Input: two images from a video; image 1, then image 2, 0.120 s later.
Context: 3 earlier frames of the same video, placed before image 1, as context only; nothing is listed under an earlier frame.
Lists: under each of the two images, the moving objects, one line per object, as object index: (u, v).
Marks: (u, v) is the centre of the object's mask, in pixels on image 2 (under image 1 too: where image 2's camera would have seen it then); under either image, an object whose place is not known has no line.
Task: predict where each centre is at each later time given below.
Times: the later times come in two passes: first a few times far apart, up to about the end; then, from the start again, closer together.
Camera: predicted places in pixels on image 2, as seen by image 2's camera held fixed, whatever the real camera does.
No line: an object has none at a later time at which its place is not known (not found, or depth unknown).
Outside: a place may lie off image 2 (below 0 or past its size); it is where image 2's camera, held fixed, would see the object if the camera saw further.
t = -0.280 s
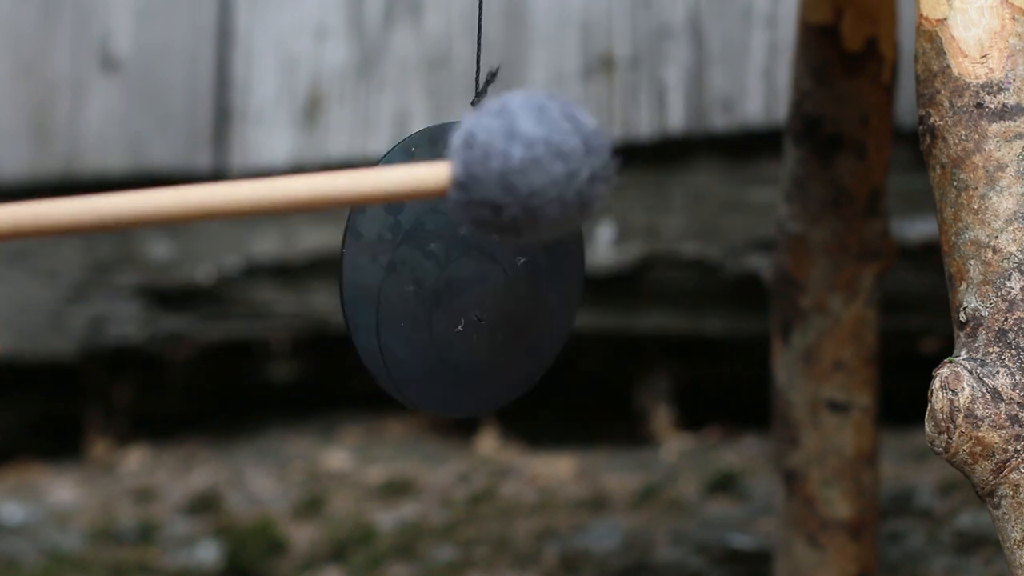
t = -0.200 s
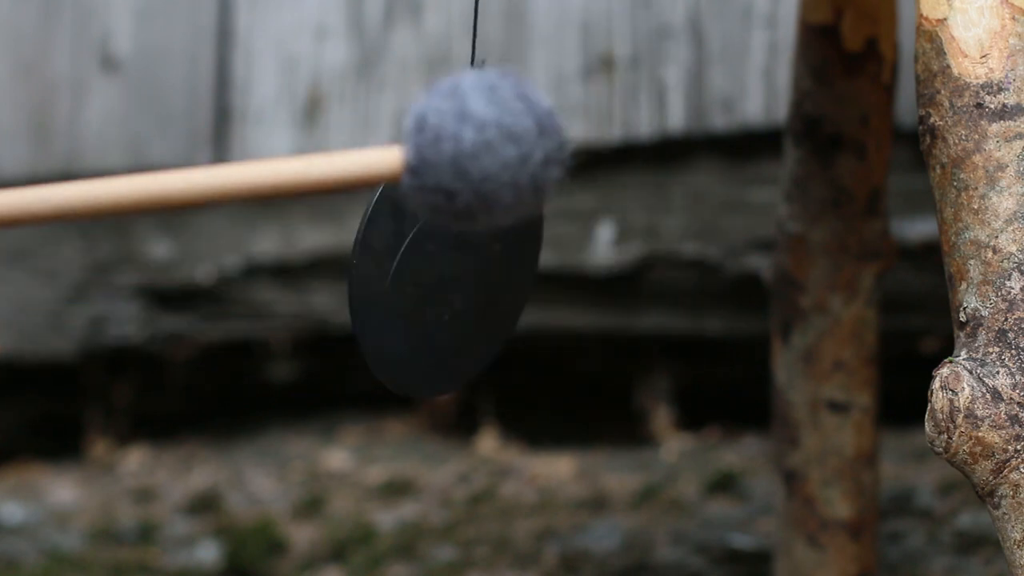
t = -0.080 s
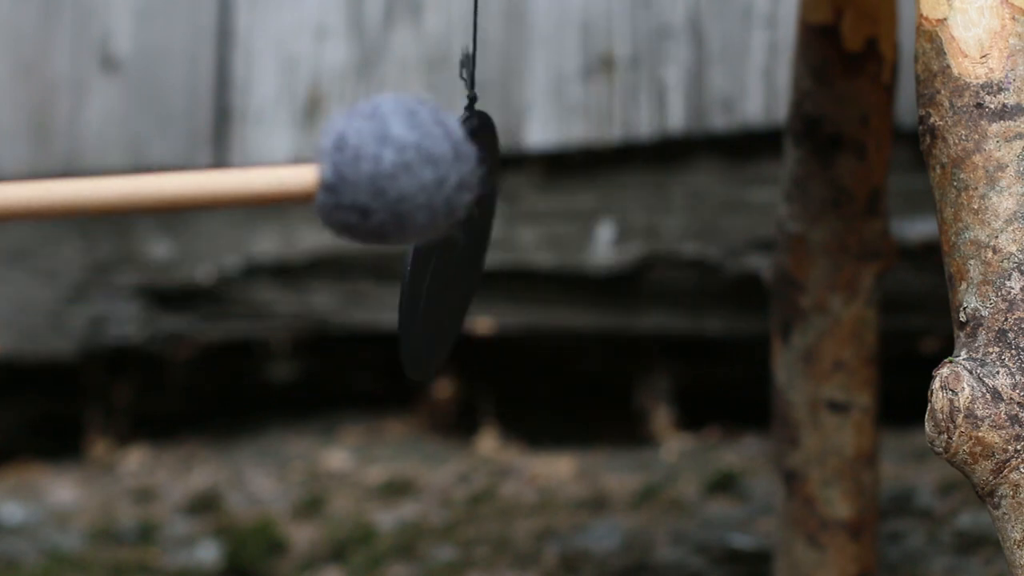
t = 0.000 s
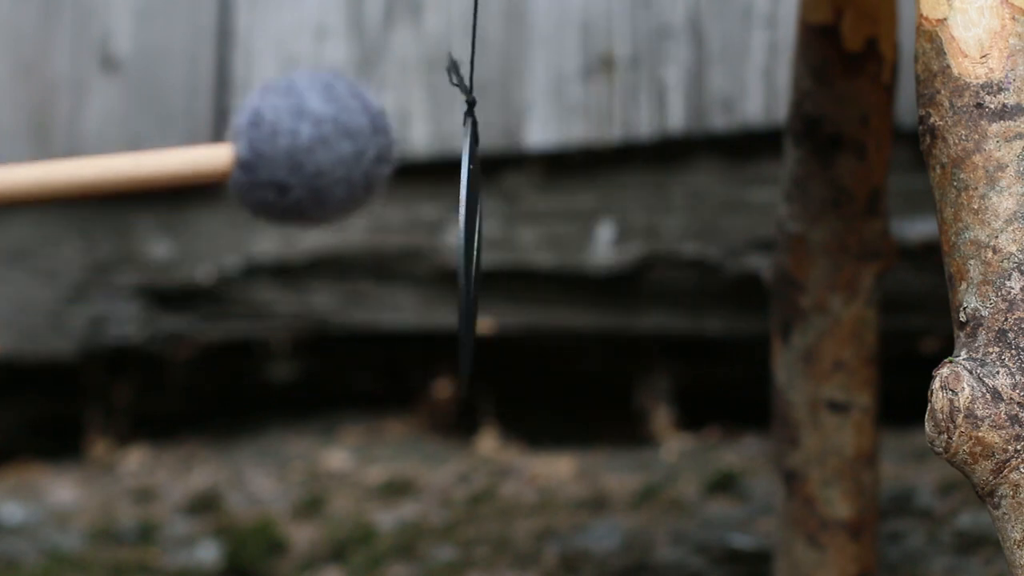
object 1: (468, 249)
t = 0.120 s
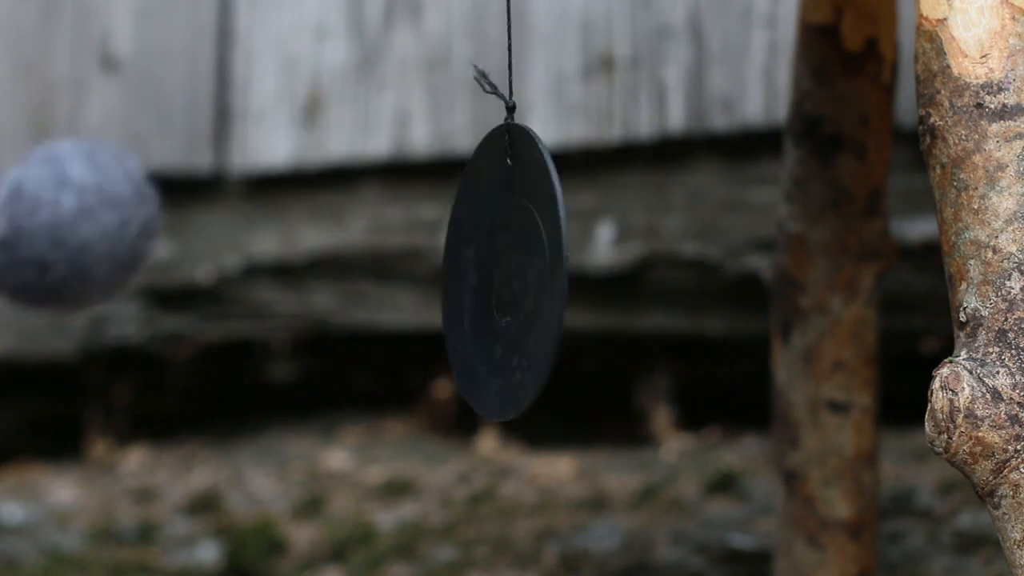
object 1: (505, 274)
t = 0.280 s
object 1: (548, 229)
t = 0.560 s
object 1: (497, 260)
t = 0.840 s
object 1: (467, 253)
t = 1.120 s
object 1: (534, 261)
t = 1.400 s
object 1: (518, 225)
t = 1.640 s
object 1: (453, 263)
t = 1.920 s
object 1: (502, 265)
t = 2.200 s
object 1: (552, 220)
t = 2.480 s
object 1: (464, 276)
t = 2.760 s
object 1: (472, 263)
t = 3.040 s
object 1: (556, 237)
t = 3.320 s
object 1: (491, 255)
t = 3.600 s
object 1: (454, 257)
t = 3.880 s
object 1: (542, 262)
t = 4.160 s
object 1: (524, 234)
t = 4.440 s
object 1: (447, 260)
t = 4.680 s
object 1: (499, 280)
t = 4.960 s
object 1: (555, 227)
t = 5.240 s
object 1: (467, 277)
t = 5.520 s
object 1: (460, 275)
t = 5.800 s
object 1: (567, 241)
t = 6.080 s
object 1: (495, 280)
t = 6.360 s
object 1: (434, 264)
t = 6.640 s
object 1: (555, 266)
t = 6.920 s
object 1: (544, 262)
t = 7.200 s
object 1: (421, 260)
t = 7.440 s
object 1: (485, 282)
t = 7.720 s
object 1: (578, 234)
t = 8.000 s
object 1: (458, 277)
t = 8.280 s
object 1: (456, 275)
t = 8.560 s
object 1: (581, 238)
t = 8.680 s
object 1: (573, 243)
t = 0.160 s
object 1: (519, 271)
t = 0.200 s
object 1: (531, 260)
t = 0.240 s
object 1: (541, 245)
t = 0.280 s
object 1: (548, 229)
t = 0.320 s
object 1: (551, 216)
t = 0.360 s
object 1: (549, 207)
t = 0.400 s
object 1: (545, 207)
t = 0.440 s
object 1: (537, 217)
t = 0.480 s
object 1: (525, 232)
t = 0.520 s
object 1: (512, 247)
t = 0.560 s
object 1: (497, 260)
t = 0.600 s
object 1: (483, 269)
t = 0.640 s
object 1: (472, 271)
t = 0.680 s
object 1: (465, 266)
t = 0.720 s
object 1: (461, 259)
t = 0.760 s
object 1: (460, 249)
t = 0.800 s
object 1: (458, 244)
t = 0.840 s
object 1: (467, 253)
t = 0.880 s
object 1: (475, 253)
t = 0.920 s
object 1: (483, 258)
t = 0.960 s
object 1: (492, 265)
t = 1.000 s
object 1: (503, 272)
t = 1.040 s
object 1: (514, 273)
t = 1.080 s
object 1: (524, 269)
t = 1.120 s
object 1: (534, 261)
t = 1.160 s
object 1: (541, 248)
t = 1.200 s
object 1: (544, 233)
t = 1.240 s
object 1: (544, 220)
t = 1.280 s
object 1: (540, 214)
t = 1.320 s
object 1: (533, 214)
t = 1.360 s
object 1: (523, 217)
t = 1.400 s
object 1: (518, 225)
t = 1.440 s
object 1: (501, 257)
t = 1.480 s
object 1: (489, 267)
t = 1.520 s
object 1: (478, 273)
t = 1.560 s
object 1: (468, 273)
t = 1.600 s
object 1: (459, 270)
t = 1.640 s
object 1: (453, 263)
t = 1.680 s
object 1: (451, 256)
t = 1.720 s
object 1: (453, 252)
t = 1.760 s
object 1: (457, 252)
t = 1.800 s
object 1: (465, 256)
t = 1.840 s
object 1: (475, 260)
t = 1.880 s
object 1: (488, 264)
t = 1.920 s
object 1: (502, 265)
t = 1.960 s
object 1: (519, 283)
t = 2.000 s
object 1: (534, 272)
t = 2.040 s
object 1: (545, 261)
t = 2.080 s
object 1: (553, 247)
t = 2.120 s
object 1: (558, 235)
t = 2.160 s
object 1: (557, 224)
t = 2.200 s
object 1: (552, 220)
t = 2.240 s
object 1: (542, 223)
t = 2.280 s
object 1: (529, 232)
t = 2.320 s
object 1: (513, 242)
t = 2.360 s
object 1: (499, 254)
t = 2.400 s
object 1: (484, 260)
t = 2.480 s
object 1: (464, 276)
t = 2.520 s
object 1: (458, 271)
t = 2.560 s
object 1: (453, 264)
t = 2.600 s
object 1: (451, 258)
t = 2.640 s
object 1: (451, 254)
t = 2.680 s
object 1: (454, 254)
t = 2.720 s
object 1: (461, 258)
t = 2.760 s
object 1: (472, 263)
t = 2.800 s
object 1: (485, 269)
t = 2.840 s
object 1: (500, 270)
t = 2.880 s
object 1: (513, 263)
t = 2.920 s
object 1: (532, 275)
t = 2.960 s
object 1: (544, 263)
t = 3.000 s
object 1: (552, 249)
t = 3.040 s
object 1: (556, 237)
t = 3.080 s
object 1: (556, 228)
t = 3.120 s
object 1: (550, 225)
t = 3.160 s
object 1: (541, 227)
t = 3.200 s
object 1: (528, 235)
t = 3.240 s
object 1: (513, 245)
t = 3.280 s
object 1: (499, 255)
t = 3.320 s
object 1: (491, 255)
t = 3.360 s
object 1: (475, 279)
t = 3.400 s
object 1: (467, 277)
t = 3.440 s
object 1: (459, 272)
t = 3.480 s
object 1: (453, 266)
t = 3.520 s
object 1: (450, 260)
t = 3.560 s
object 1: (450, 257)
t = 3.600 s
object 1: (454, 257)
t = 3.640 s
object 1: (462, 259)
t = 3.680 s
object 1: (473, 264)
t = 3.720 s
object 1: (486, 262)
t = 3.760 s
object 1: (502, 286)
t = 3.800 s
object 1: (517, 280)
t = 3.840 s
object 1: (531, 273)
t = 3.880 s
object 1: (542, 262)
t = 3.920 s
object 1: (549, 251)
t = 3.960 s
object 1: (554, 239)
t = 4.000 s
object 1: (553, 230)
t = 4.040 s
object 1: (549, 226)
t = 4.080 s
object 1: (541, 228)
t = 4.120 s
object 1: (530, 233)
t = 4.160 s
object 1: (524, 234)
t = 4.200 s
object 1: (509, 268)
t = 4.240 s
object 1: (497, 275)
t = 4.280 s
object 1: (483, 278)
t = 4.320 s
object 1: (471, 276)
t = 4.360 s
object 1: (460, 272)
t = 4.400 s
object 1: (451, 266)
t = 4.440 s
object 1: (447, 260)
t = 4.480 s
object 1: (447, 258)
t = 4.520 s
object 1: (451, 257)
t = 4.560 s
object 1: (460, 257)
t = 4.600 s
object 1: (467, 277)
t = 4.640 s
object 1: (485, 278)
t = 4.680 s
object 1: (499, 280)
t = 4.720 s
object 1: (513, 278)
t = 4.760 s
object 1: (526, 272)
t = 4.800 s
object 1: (539, 263)
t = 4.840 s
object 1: (548, 251)
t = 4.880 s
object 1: (555, 239)
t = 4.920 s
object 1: (557, 230)
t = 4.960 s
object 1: (555, 227)
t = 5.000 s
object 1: (549, 224)
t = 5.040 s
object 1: (546, 249)
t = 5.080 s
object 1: (530, 260)
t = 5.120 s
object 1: (516, 268)
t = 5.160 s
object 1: (499, 276)
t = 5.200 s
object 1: (482, 278)
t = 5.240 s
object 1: (467, 277)
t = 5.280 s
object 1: (453, 272)
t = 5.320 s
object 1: (444, 266)
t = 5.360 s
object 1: (439, 261)
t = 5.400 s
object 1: (439, 259)
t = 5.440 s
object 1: (443, 259)
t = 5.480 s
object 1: (452, 260)
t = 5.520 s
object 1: (460, 275)
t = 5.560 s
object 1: (481, 280)
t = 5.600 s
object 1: (498, 281)
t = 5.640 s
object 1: (515, 279)
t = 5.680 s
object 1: (532, 272)
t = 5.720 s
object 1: (547, 262)
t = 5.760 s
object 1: (559, 251)
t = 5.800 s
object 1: (567, 241)
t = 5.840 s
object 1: (569, 234)
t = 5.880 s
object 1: (566, 233)
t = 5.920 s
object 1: (558, 237)
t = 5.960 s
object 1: (545, 245)
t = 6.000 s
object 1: (529, 252)
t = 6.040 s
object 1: (517, 261)
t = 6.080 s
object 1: (495, 280)
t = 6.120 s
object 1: (478, 280)
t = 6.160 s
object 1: (461, 278)
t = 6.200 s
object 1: (449, 273)
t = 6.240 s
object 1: (438, 268)
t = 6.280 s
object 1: (433, 263)
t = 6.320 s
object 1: (431, 262)
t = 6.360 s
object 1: (434, 264)
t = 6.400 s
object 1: (442, 268)
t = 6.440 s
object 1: (455, 273)
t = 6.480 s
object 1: (472, 277)
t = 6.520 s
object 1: (492, 278)
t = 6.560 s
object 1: (514, 274)
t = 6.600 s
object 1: (534, 261)
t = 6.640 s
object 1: (555, 266)
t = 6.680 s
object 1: (573, 251)
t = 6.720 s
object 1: (584, 240)
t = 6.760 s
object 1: (589, 235)
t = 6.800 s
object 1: (587, 235)
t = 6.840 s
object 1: (578, 241)
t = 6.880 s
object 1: (563, 252)
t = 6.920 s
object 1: (544, 262)
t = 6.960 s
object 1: (521, 272)
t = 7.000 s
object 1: (497, 277)
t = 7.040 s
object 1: (474, 277)
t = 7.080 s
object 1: (454, 274)
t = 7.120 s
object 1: (439, 270)
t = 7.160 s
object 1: (427, 264)
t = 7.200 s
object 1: (421, 260)
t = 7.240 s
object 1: (420, 259)
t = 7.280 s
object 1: (424, 261)
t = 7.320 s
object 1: (432, 265)
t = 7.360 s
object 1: (448, 267)
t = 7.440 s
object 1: (485, 282)
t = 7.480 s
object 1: (507, 278)
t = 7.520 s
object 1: (529, 270)
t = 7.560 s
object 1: (548, 260)
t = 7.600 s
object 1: (564, 248)
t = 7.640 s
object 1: (575, 239)
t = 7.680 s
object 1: (580, 234)
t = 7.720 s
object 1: (578, 234)
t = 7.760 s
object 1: (571, 240)
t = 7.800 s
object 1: (557, 251)
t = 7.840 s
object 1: (539, 262)
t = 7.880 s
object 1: (519, 272)
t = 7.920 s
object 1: (497, 277)
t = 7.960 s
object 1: (476, 279)
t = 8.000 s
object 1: (458, 277)
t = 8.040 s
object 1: (444, 272)
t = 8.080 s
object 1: (434, 268)
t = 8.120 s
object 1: (429, 264)
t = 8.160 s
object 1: (428, 264)
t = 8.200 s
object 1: (432, 266)
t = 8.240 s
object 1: (442, 270)
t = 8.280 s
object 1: (456, 275)
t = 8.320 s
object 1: (474, 279)
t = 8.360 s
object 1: (495, 280)
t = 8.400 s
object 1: (517, 276)
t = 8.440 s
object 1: (538, 267)
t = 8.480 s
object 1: (557, 257)
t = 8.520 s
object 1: (571, 246)
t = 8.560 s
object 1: (581, 238)
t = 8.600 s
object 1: (585, 233)
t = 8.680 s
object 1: (573, 243)
